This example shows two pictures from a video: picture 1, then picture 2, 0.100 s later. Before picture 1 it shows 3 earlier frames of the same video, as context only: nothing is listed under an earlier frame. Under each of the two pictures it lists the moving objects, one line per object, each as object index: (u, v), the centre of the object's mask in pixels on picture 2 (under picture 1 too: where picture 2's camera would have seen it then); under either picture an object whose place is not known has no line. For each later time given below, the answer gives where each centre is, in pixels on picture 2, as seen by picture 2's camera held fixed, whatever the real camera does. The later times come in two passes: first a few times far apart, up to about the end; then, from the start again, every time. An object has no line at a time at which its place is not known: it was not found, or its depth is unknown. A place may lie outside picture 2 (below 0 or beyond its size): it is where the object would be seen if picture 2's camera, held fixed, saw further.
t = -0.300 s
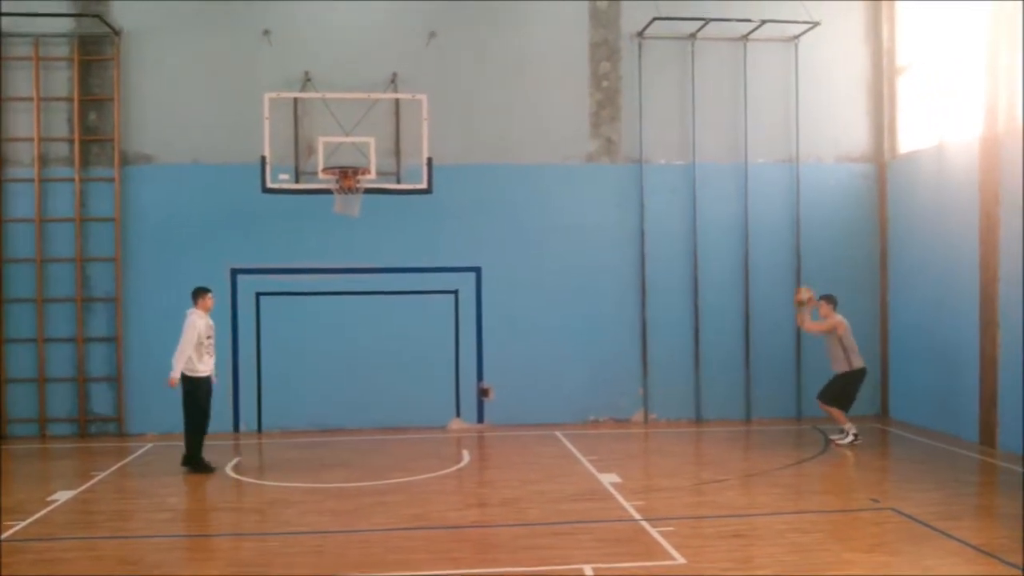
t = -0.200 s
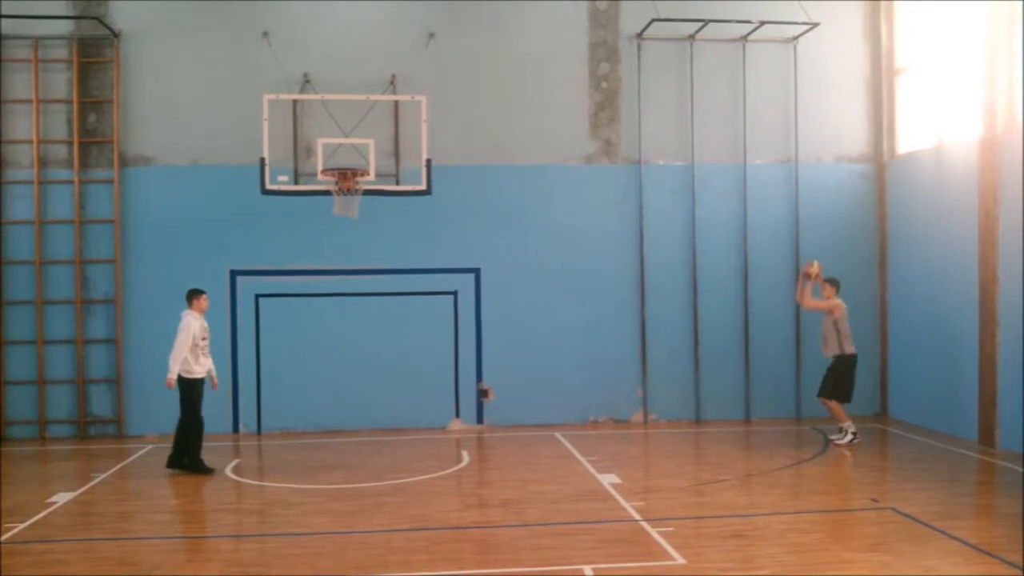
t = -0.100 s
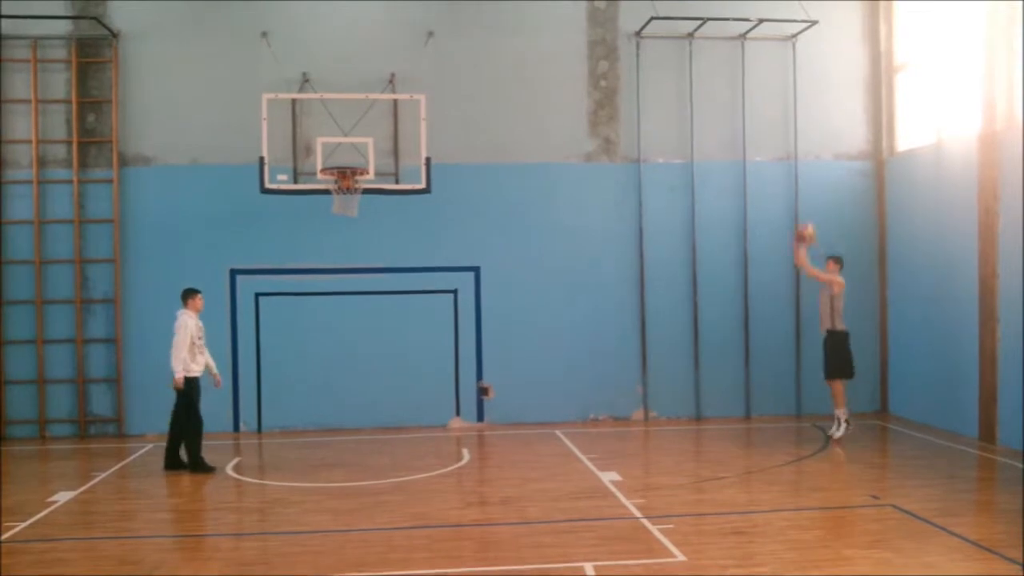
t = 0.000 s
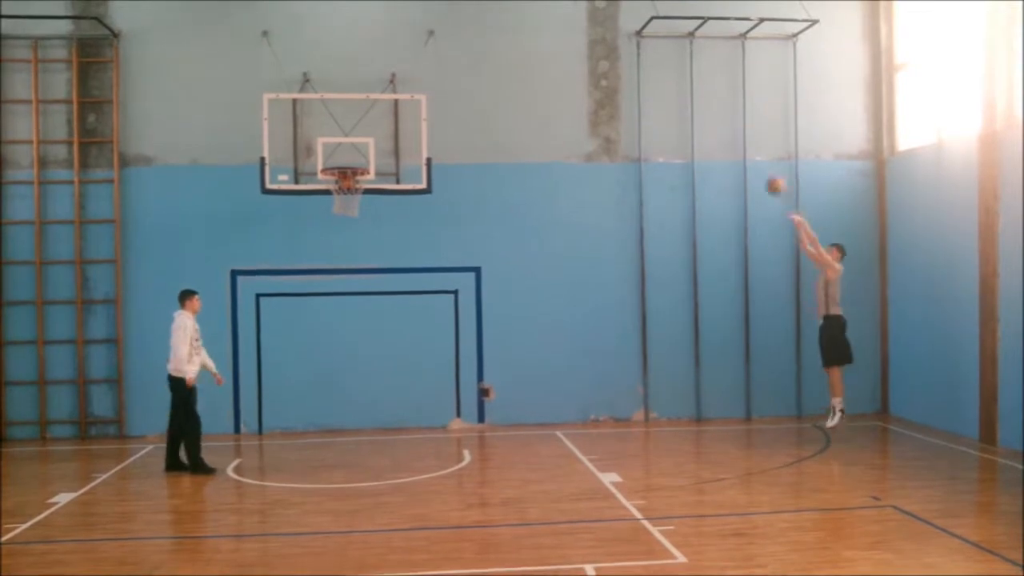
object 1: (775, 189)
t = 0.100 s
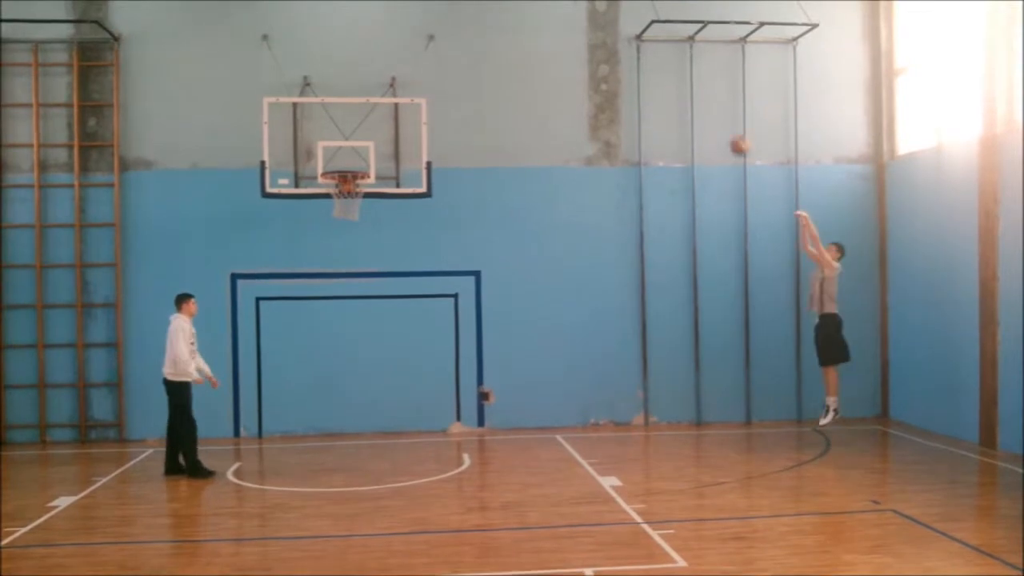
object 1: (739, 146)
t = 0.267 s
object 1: (680, 91)
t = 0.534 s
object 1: (582, 44)
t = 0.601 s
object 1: (557, 42)
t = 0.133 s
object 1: (728, 134)
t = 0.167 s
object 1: (716, 122)
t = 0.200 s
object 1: (705, 111)
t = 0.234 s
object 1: (691, 99)
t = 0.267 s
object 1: (680, 91)
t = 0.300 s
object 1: (667, 82)
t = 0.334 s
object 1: (655, 74)
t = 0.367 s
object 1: (643, 67)
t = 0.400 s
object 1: (631, 61)
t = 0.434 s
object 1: (619, 56)
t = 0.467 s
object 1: (607, 51)
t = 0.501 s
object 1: (595, 47)
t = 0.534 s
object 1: (582, 44)
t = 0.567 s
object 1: (569, 43)
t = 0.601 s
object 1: (557, 42)
